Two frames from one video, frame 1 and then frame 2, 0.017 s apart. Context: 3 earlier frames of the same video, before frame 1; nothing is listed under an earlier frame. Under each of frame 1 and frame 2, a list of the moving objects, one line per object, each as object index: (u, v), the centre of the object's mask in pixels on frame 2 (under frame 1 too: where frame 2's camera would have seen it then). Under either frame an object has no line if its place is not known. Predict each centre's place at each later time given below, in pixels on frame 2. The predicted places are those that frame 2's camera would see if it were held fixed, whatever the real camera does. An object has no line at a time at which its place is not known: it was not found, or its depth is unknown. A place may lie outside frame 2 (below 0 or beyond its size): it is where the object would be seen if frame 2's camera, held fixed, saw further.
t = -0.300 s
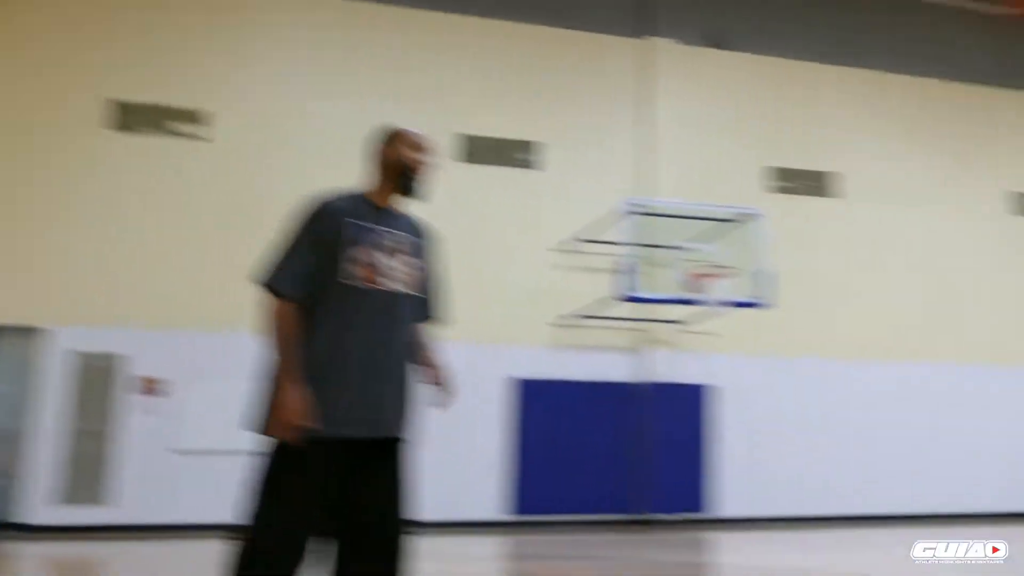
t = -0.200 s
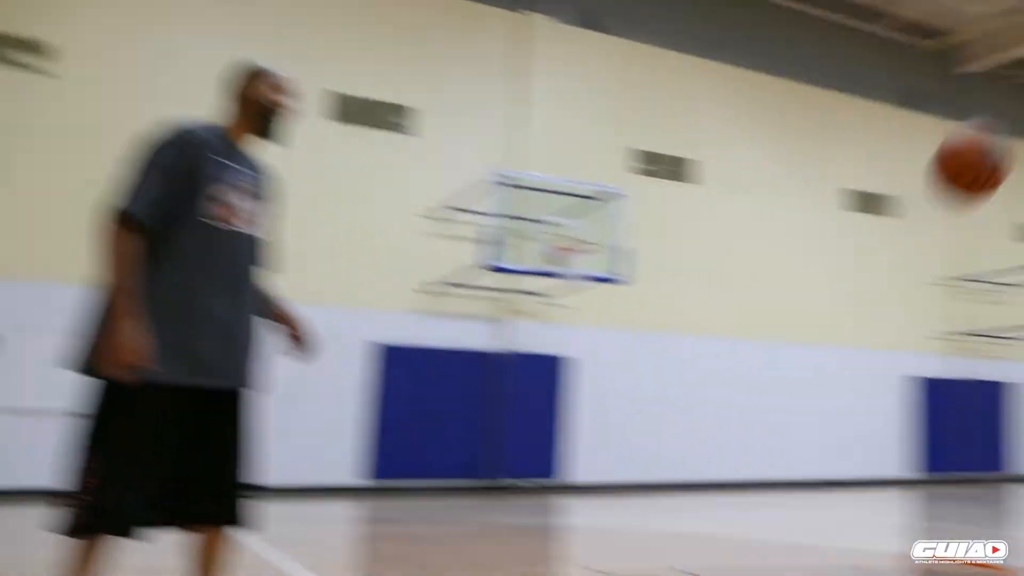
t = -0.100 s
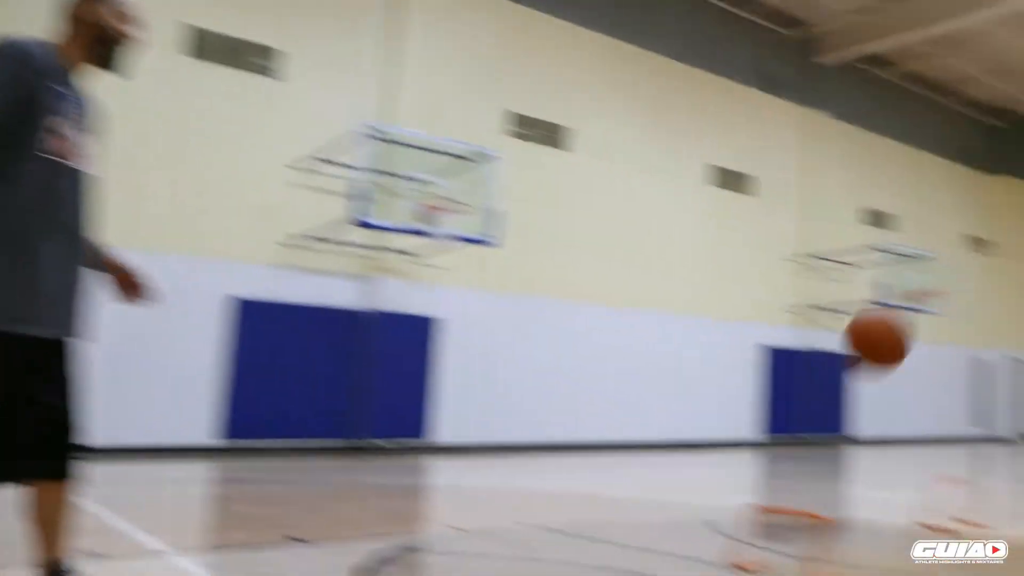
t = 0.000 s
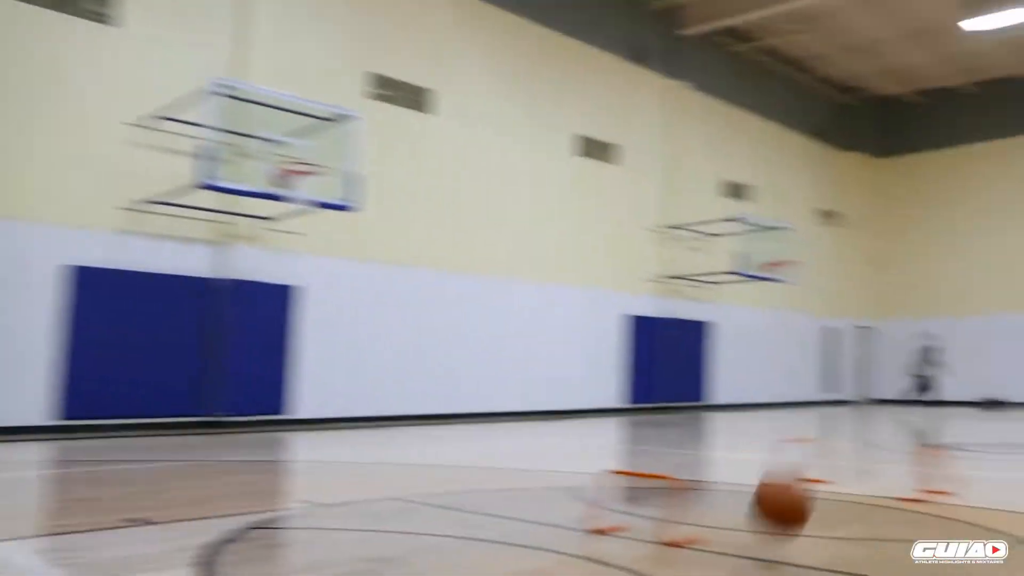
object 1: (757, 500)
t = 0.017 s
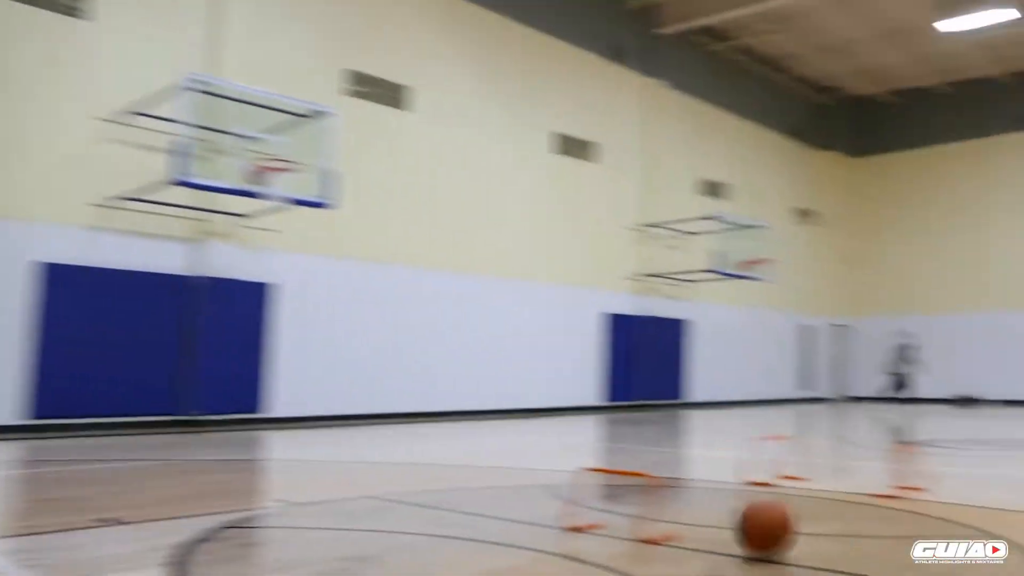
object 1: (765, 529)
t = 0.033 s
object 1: (770, 505)
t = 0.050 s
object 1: (773, 477)
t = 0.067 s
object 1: (777, 449)
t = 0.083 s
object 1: (782, 425)
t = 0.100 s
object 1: (784, 400)
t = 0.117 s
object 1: (784, 376)
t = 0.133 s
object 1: (792, 353)
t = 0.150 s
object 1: (796, 332)
